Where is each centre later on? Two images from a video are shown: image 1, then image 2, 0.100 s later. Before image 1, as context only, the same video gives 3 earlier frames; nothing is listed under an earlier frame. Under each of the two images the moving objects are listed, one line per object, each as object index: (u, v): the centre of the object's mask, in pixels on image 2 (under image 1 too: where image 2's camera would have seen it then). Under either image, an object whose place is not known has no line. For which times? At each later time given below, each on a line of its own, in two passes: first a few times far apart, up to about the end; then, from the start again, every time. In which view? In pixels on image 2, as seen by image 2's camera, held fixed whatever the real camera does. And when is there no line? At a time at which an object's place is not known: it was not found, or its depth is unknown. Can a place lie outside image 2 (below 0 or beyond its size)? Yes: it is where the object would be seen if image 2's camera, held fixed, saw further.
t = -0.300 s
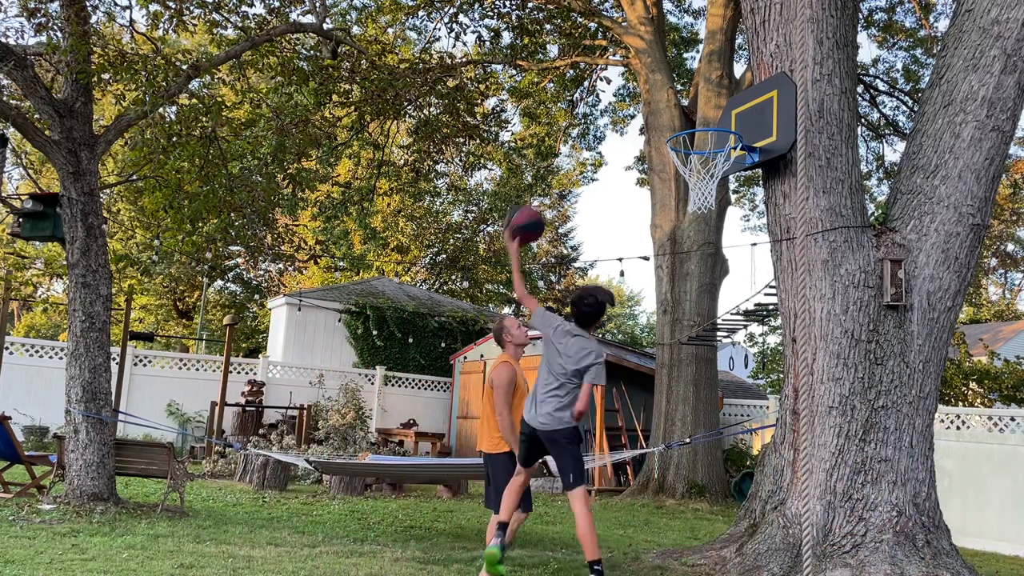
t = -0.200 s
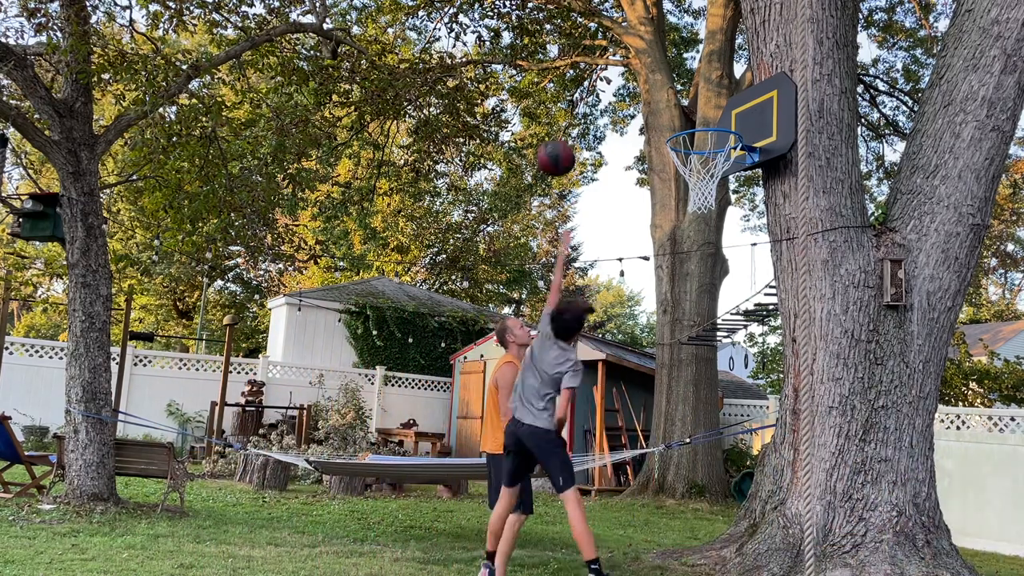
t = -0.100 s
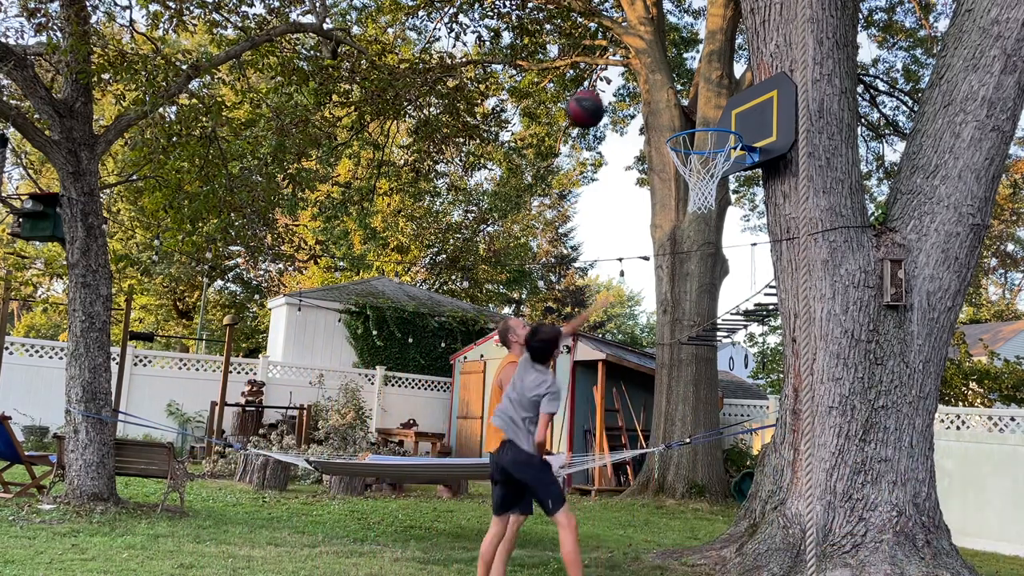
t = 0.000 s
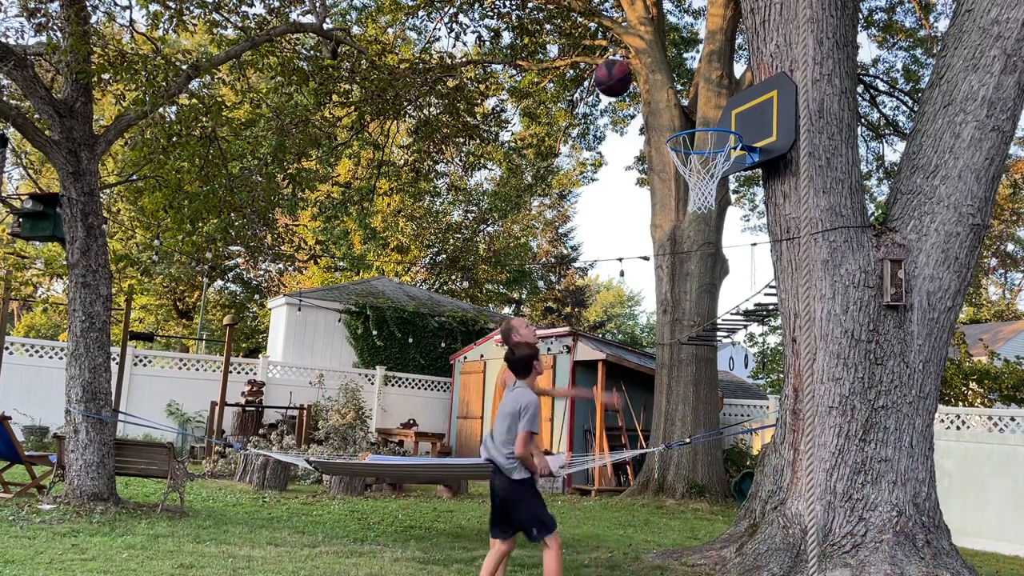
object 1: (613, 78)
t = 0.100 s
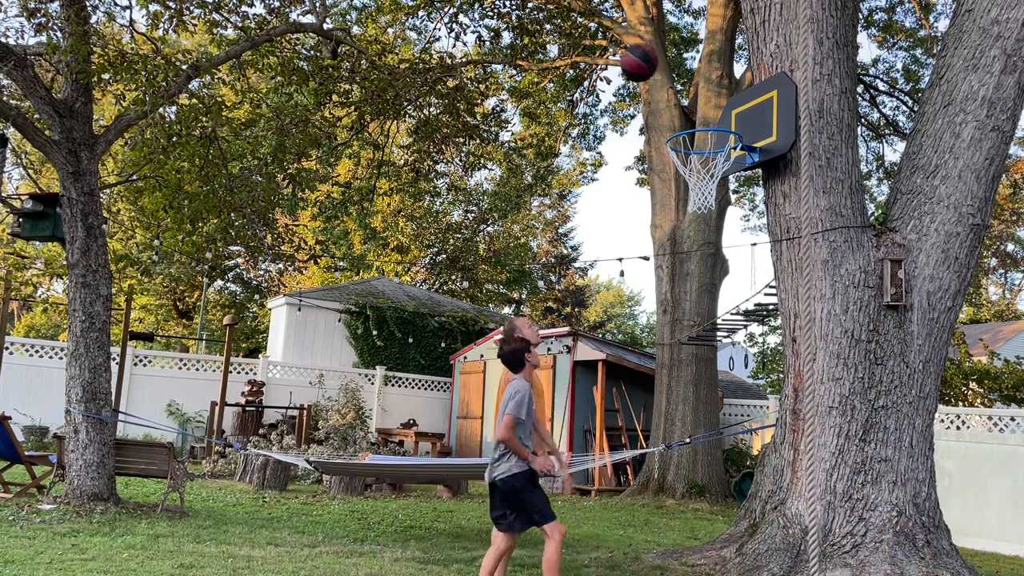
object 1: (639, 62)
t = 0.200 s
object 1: (664, 61)
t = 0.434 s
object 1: (717, 112)
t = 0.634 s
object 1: (677, 121)
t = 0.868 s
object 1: (635, 100)
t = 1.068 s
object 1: (598, 138)
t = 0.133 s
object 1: (646, 61)
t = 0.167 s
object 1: (655, 59)
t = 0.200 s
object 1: (664, 61)
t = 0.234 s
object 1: (671, 63)
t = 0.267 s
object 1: (679, 68)
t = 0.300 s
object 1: (687, 74)
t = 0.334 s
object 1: (694, 82)
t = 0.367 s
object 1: (703, 90)
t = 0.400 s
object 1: (709, 101)
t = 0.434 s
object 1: (717, 112)
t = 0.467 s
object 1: (726, 124)
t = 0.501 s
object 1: (720, 127)
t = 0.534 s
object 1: (709, 125)
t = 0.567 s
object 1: (698, 122)
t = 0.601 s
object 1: (689, 122)
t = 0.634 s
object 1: (677, 121)
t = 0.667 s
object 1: (671, 120)
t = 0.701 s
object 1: (664, 113)
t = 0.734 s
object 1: (659, 107)
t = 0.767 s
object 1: (654, 103)
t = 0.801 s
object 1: (647, 100)
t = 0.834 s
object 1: (641, 100)
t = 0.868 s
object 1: (635, 100)
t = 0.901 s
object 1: (630, 102)
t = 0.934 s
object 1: (623, 106)
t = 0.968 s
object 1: (617, 112)
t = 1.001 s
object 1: (611, 119)
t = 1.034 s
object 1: (604, 127)
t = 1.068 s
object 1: (598, 138)
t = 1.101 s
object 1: (591, 150)
